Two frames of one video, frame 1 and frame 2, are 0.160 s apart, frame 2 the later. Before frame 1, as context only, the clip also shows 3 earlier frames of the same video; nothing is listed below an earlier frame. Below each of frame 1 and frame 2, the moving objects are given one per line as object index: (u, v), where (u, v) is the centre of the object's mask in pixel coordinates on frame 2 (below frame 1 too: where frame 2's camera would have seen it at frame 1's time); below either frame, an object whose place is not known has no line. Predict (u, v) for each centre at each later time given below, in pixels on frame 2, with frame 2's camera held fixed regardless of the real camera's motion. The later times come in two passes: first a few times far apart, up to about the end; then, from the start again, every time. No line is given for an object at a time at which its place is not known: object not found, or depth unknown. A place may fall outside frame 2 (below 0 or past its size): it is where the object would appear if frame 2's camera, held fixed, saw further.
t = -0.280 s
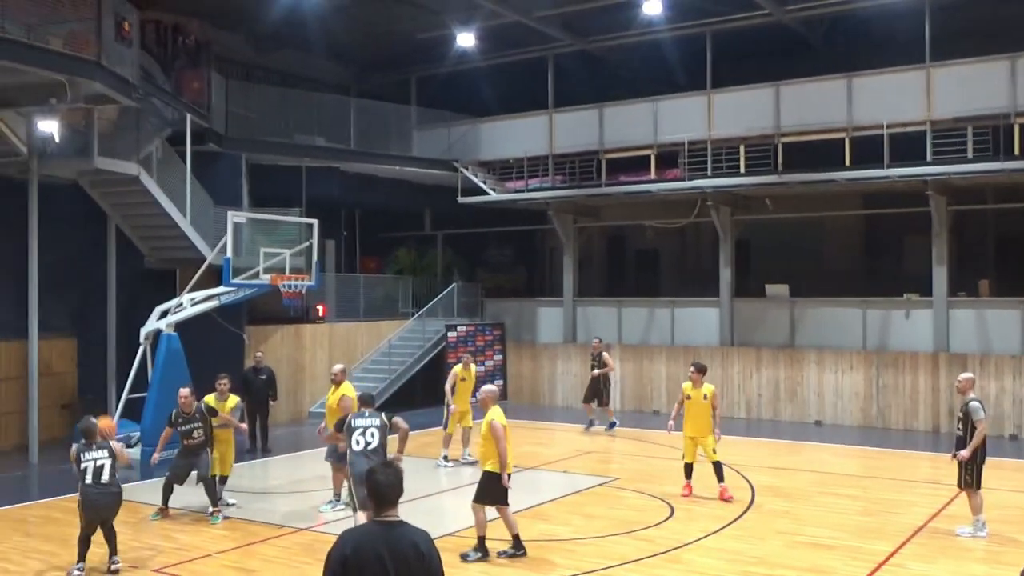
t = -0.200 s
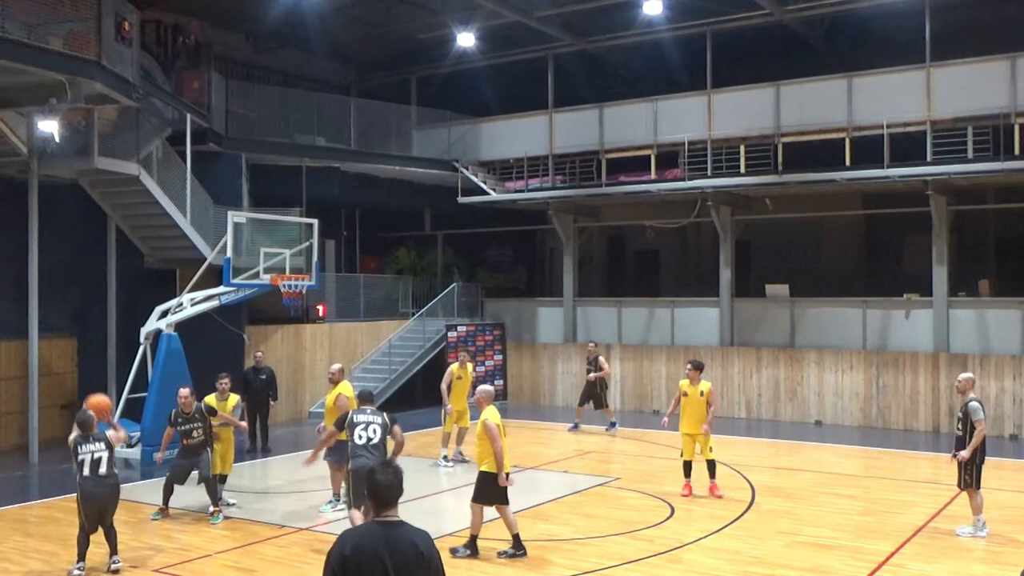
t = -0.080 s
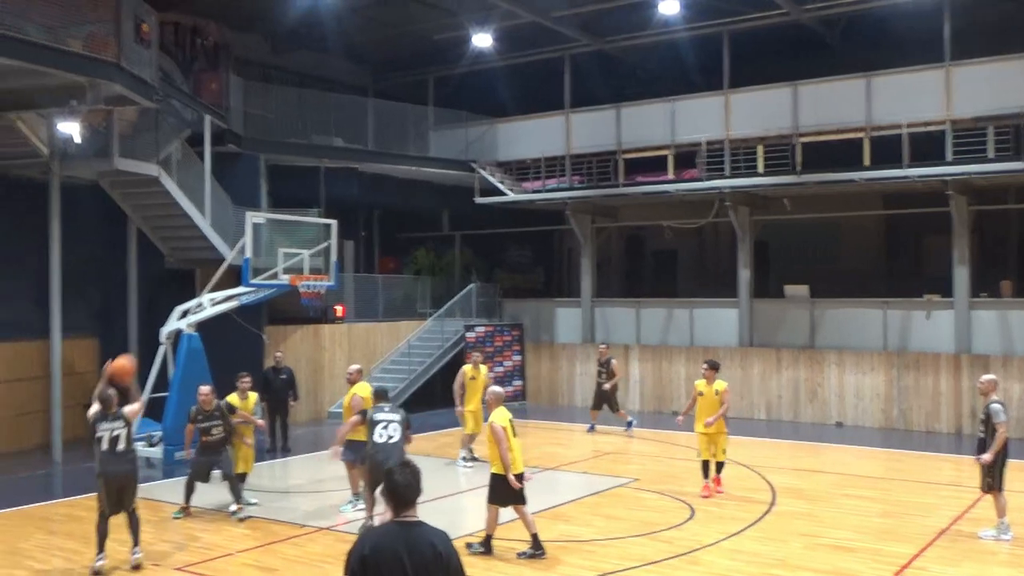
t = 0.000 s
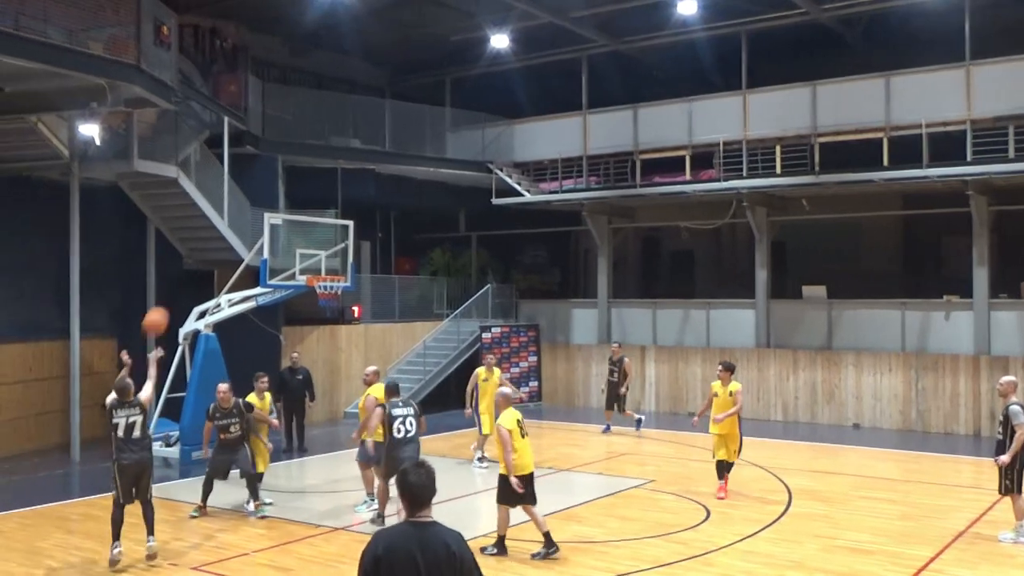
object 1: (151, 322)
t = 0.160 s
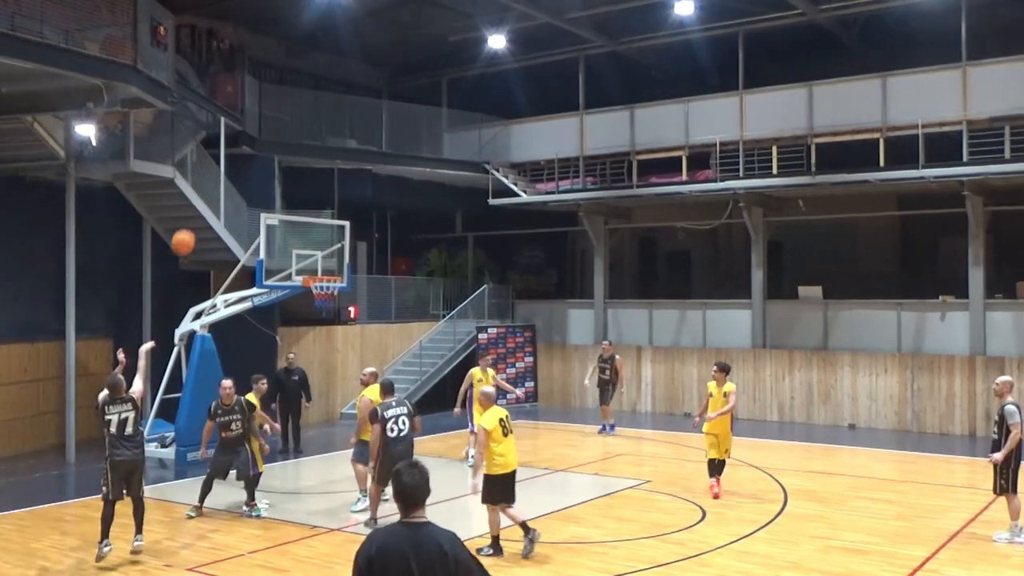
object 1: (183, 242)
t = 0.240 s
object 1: (197, 214)
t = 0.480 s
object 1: (237, 166)
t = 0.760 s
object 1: (274, 169)
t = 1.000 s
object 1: (303, 212)
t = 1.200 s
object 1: (323, 270)
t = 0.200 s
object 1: (190, 227)
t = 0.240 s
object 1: (197, 214)
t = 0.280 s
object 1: (205, 201)
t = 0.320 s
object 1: (211, 191)
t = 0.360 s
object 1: (218, 182)
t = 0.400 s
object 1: (225, 175)
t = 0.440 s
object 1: (231, 169)
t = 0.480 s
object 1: (237, 166)
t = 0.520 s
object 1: (242, 163)
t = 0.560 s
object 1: (248, 161)
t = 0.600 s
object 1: (254, 161)
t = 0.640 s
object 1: (259, 161)
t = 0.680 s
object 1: (264, 163)
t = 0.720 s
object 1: (269, 166)
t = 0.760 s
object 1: (274, 169)
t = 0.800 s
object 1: (279, 174)
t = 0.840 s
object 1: (284, 180)
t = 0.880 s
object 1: (289, 187)
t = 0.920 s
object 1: (293, 195)
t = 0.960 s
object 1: (299, 203)
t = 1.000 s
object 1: (303, 212)
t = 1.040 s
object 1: (307, 224)
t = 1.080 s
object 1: (312, 235)
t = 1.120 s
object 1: (315, 246)
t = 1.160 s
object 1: (320, 261)
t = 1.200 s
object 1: (323, 270)
